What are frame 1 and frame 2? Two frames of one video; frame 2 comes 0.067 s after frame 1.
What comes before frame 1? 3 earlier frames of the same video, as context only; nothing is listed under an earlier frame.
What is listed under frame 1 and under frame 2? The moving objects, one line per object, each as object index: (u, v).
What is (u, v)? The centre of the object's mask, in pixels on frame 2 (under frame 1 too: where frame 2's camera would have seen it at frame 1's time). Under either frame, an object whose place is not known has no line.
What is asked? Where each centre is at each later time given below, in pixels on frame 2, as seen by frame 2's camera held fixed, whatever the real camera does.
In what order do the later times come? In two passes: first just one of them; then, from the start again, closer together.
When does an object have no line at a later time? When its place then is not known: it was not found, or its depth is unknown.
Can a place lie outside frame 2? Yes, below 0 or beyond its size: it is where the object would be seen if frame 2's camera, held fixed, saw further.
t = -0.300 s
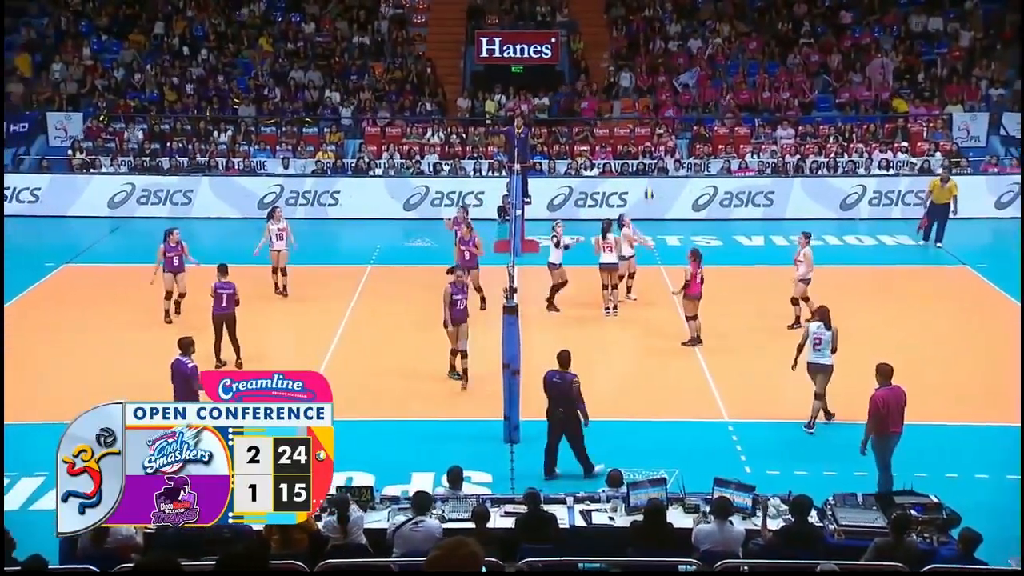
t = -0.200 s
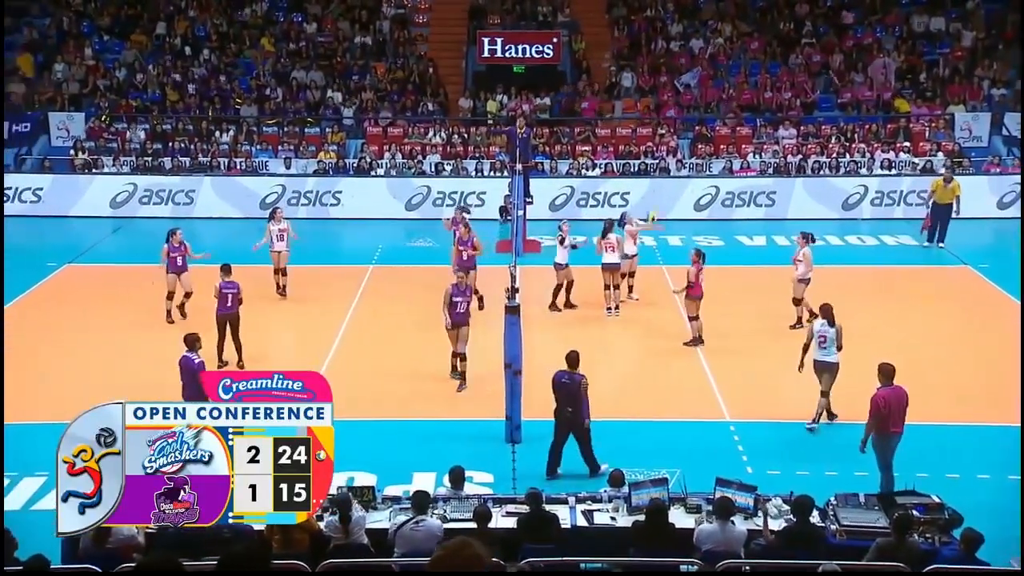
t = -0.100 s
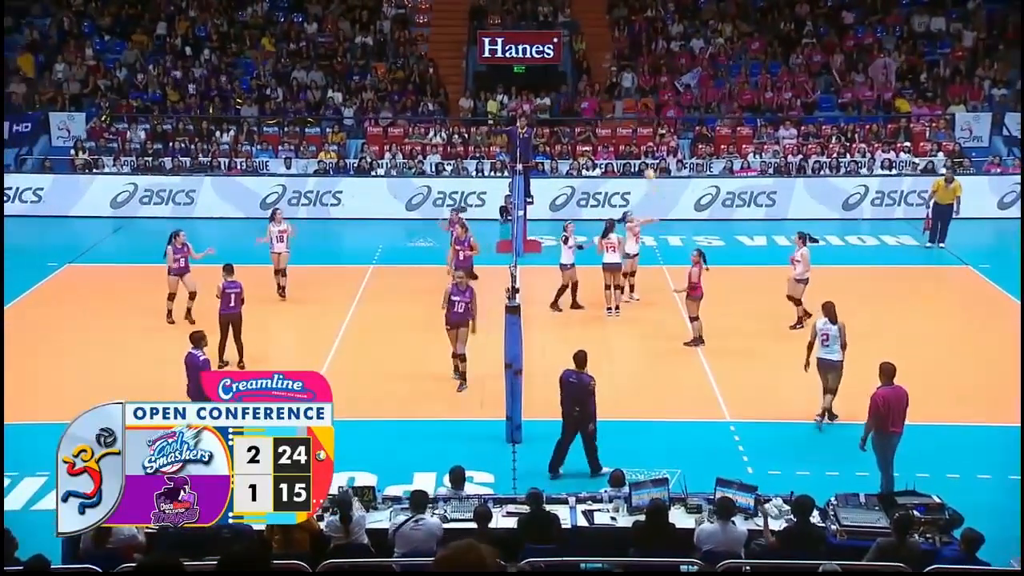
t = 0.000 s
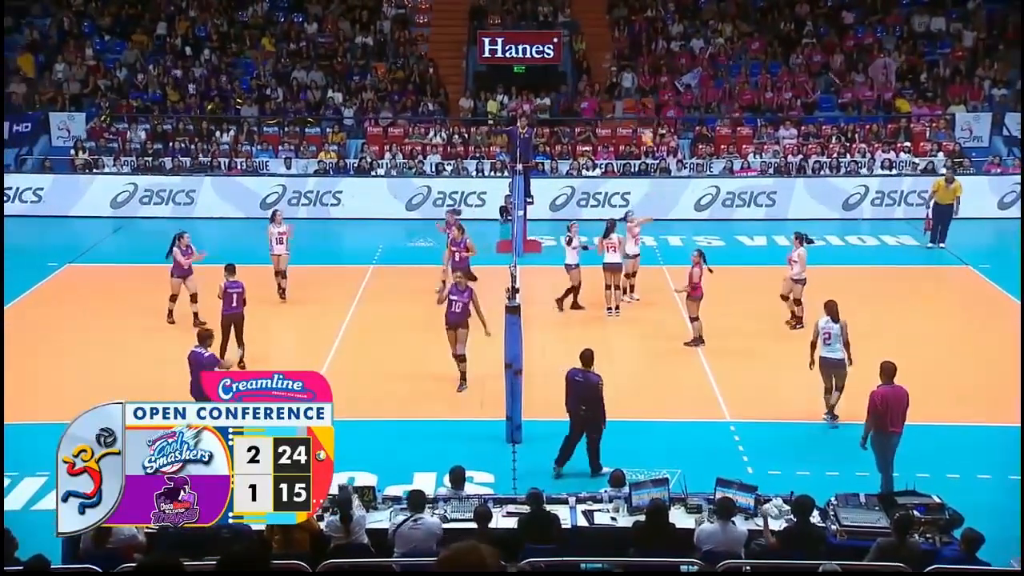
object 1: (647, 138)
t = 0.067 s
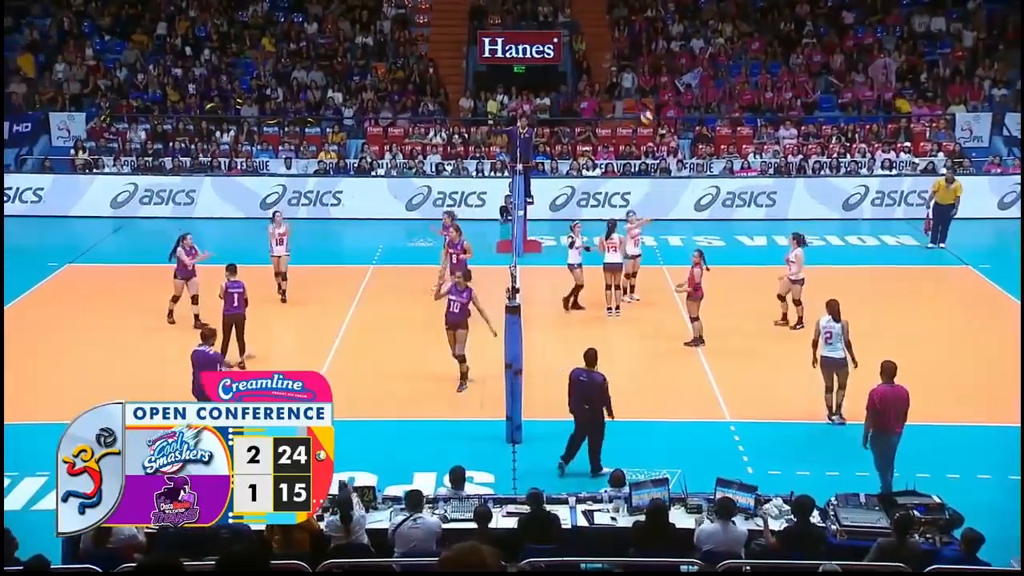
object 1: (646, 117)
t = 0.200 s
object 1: (643, 79)
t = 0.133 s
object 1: (645, 96)
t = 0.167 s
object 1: (644, 88)
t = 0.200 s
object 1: (643, 79)
